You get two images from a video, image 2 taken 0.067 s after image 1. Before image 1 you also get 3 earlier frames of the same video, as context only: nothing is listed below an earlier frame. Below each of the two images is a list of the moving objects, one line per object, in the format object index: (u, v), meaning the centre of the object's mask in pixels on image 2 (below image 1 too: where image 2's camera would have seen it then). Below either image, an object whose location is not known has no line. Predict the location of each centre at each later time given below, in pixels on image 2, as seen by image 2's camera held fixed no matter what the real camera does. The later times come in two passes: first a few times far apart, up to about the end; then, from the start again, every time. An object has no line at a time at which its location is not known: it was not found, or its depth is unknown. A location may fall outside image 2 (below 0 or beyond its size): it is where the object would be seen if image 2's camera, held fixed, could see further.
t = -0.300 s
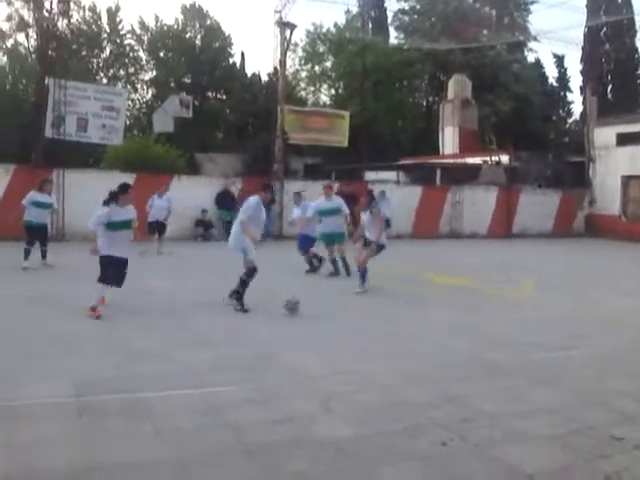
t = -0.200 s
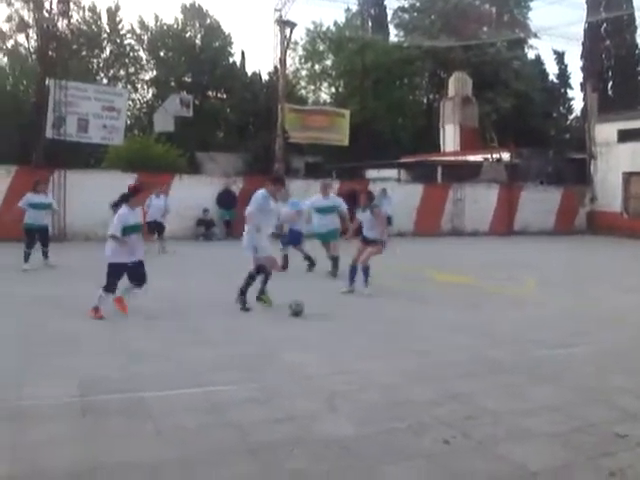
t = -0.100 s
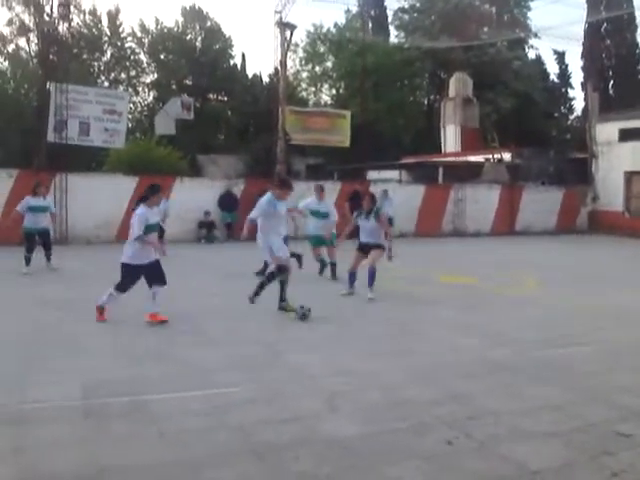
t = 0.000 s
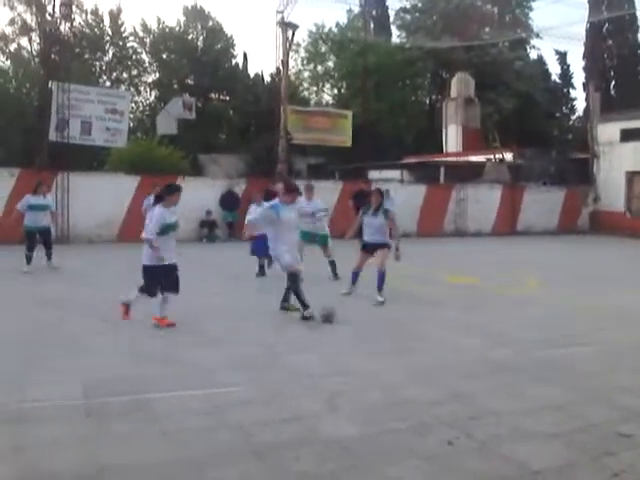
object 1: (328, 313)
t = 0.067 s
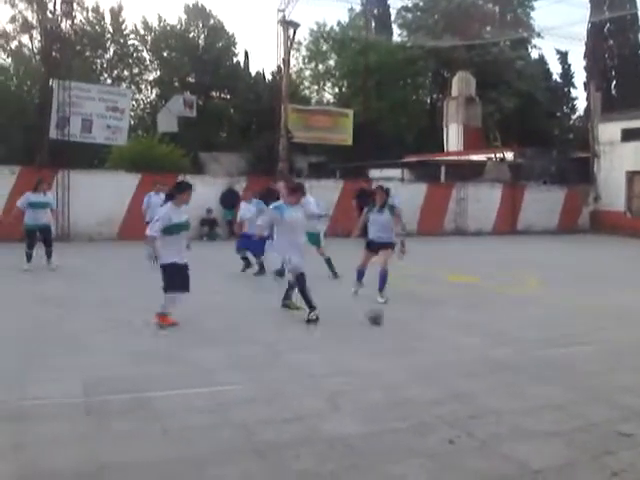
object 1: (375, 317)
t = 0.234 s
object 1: (490, 324)
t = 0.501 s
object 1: (658, 332)
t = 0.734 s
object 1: (782, 336)
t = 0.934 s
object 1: (872, 338)
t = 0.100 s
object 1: (398, 319)
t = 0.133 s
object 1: (422, 321)
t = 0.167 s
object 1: (445, 322)
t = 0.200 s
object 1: (468, 323)
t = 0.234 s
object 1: (490, 324)
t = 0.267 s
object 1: (513, 326)
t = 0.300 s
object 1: (536, 327)
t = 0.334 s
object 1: (558, 328)
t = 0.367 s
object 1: (579, 329)
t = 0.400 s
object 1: (600, 329)
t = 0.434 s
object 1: (619, 330)
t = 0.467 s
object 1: (640, 330)
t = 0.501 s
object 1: (658, 332)
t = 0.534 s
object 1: (679, 332)
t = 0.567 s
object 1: (699, 334)
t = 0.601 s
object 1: (717, 334)
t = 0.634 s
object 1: (733, 335)
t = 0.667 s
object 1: (751, 335)
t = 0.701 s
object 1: (767, 336)
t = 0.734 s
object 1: (782, 336)
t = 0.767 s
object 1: (799, 336)
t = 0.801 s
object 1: (814, 337)
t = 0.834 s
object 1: (832, 338)
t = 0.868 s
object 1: (845, 338)
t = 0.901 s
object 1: (860, 338)
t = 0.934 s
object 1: (872, 338)
